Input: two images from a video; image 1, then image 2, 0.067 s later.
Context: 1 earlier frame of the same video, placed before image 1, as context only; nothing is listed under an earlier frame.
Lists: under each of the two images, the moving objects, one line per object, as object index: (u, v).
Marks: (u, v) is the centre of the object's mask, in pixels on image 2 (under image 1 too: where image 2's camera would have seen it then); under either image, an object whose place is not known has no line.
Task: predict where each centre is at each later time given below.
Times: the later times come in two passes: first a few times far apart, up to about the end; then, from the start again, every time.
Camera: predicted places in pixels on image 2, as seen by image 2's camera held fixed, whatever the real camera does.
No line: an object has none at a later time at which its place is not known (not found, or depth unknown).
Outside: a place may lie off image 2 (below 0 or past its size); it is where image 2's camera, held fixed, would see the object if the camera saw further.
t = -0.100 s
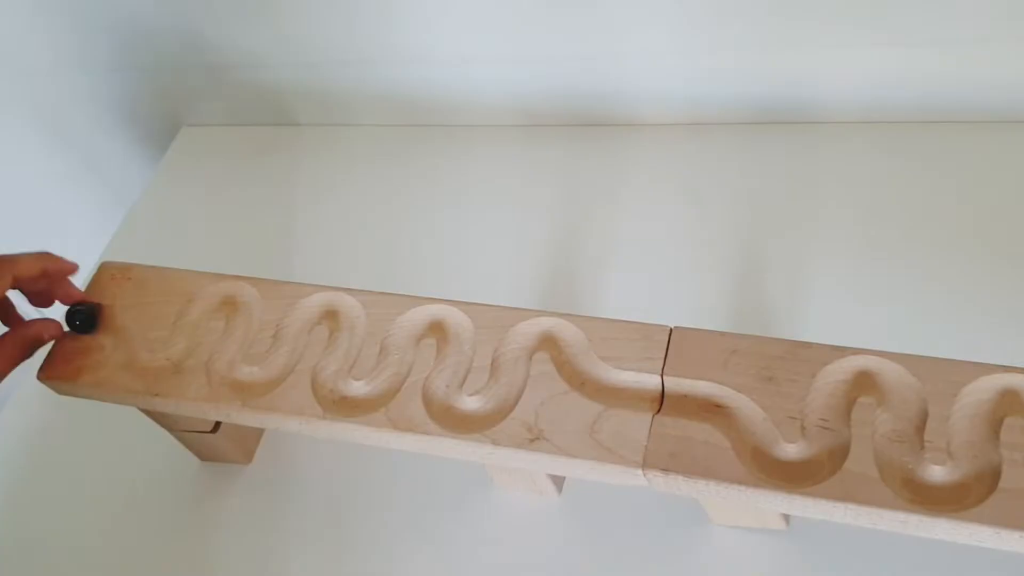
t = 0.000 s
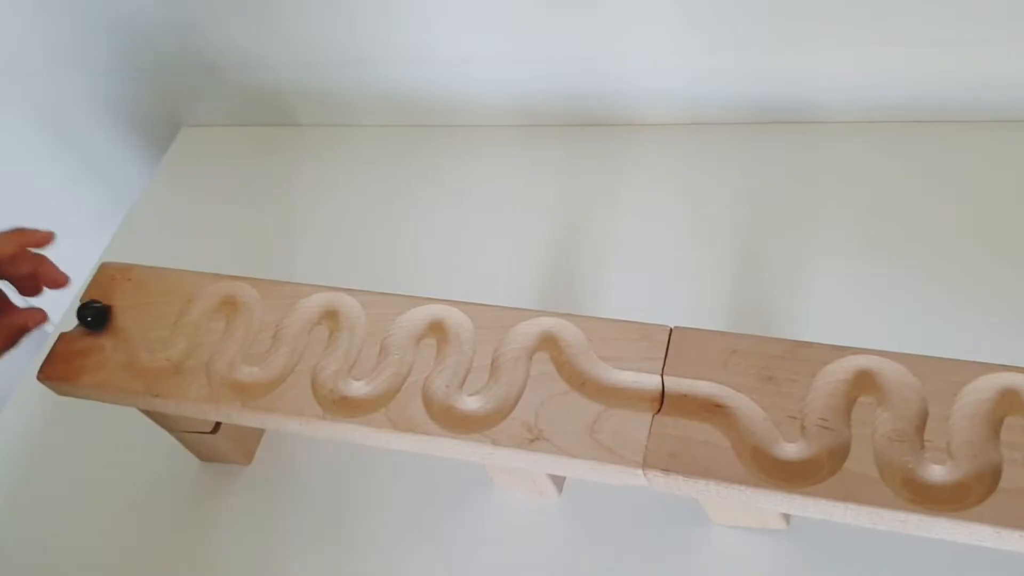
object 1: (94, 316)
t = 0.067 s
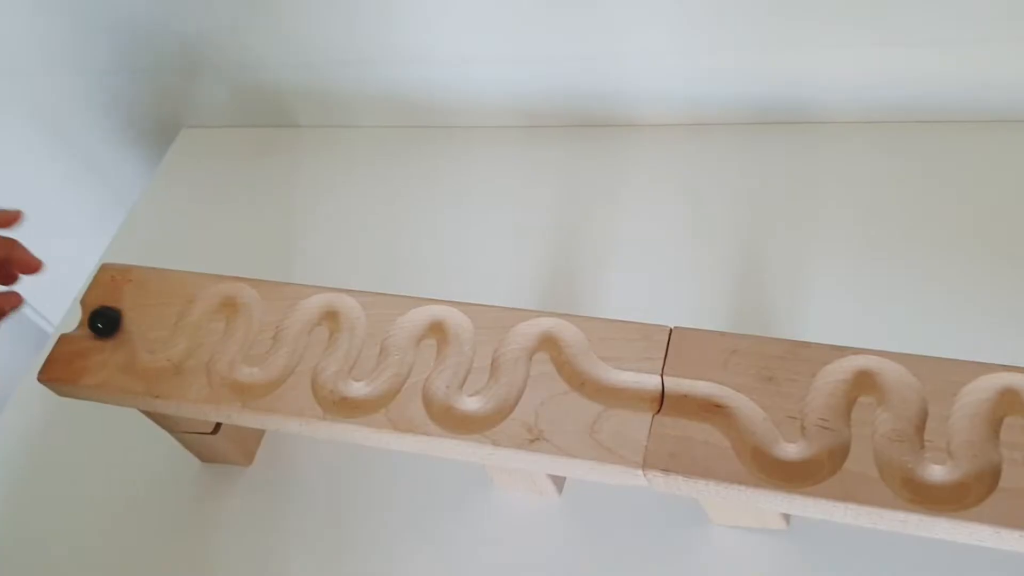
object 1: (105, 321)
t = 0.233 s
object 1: (126, 361)
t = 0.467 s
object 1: (192, 321)
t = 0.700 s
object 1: (246, 310)
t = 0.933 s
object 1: (241, 384)
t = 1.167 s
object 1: (300, 309)
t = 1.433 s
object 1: (331, 366)
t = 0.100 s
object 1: (111, 325)
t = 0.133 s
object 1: (119, 330)
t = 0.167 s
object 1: (126, 335)
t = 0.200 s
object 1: (127, 347)
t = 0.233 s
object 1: (126, 361)
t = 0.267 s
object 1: (129, 369)
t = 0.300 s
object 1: (144, 369)
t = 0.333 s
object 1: (158, 366)
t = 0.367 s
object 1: (170, 358)
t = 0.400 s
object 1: (179, 347)
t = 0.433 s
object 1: (187, 334)
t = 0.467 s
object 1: (192, 321)
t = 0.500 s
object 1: (196, 308)
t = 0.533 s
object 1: (201, 297)
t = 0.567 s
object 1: (213, 295)
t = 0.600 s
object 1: (225, 295)
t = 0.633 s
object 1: (237, 294)
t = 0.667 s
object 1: (245, 298)
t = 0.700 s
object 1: (246, 310)
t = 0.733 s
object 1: (243, 323)
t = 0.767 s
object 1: (238, 336)
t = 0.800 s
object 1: (230, 349)
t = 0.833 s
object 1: (221, 362)
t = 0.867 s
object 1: (220, 373)
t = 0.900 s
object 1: (228, 380)
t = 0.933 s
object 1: (241, 384)
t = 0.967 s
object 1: (253, 383)
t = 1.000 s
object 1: (269, 375)
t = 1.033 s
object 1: (280, 362)
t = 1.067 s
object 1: (288, 348)
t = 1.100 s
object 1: (292, 334)
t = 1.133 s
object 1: (295, 320)
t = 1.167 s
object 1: (300, 309)
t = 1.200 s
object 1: (313, 306)
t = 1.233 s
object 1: (328, 305)
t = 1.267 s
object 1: (339, 304)
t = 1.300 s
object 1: (347, 313)
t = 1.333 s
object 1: (350, 326)
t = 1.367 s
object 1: (347, 339)
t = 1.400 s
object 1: (340, 353)
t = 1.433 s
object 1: (331, 366)
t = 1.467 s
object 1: (325, 380)
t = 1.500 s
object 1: (329, 390)
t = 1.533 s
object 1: (340, 398)
